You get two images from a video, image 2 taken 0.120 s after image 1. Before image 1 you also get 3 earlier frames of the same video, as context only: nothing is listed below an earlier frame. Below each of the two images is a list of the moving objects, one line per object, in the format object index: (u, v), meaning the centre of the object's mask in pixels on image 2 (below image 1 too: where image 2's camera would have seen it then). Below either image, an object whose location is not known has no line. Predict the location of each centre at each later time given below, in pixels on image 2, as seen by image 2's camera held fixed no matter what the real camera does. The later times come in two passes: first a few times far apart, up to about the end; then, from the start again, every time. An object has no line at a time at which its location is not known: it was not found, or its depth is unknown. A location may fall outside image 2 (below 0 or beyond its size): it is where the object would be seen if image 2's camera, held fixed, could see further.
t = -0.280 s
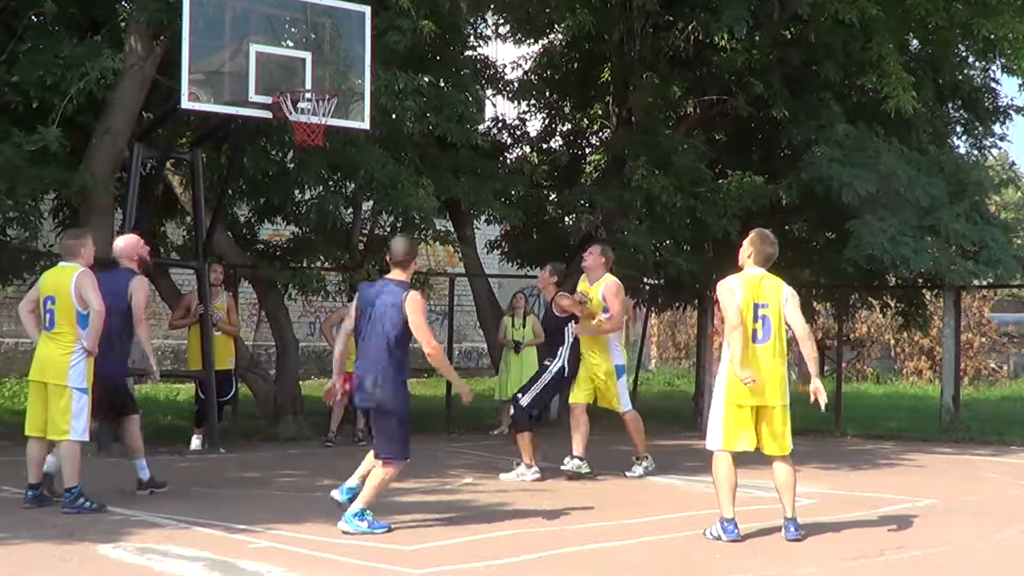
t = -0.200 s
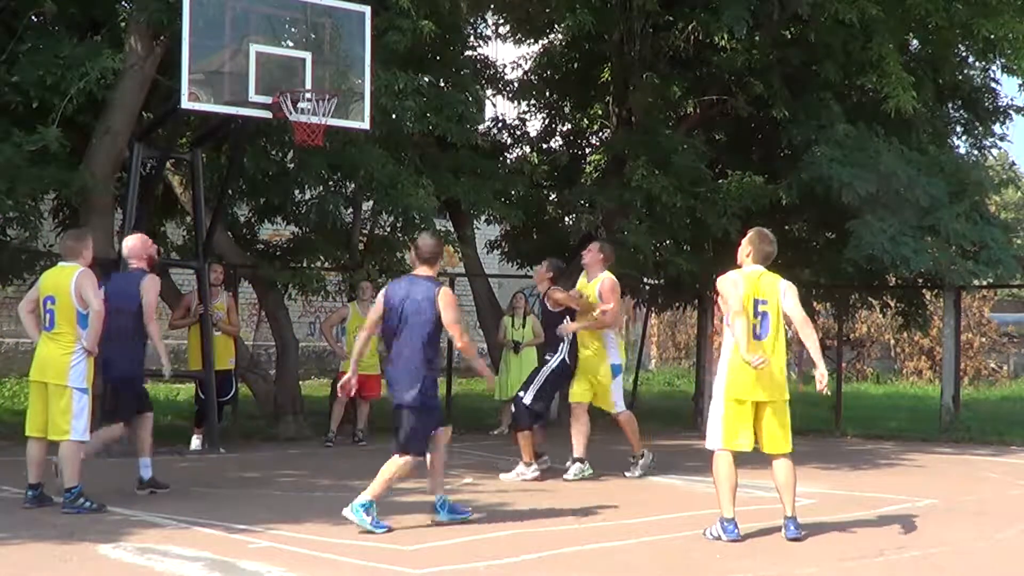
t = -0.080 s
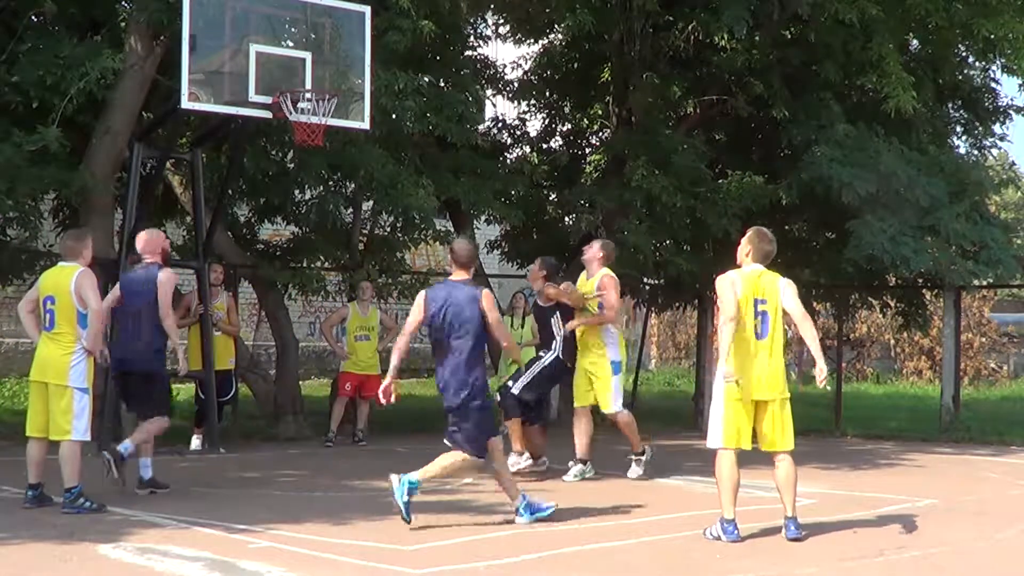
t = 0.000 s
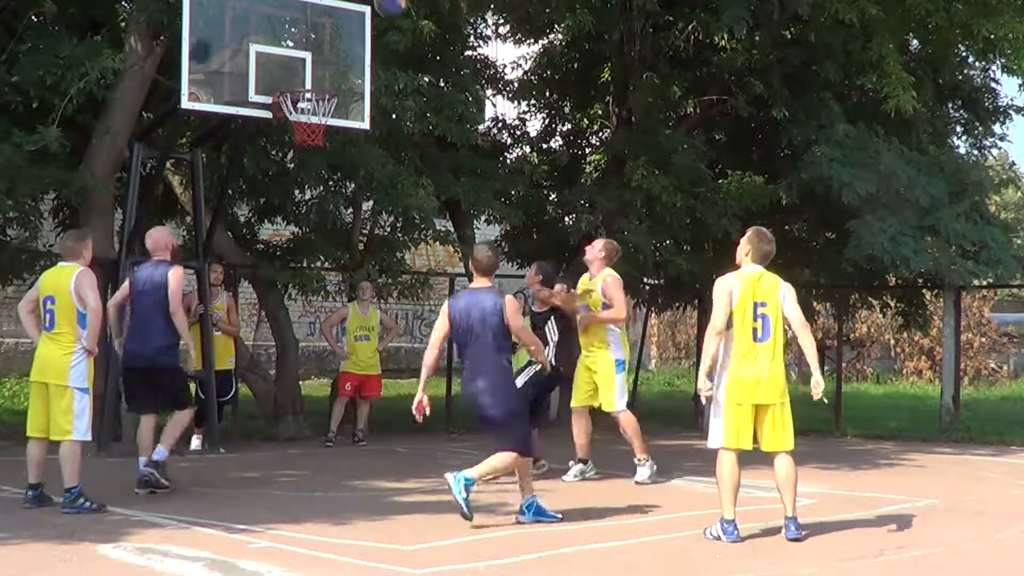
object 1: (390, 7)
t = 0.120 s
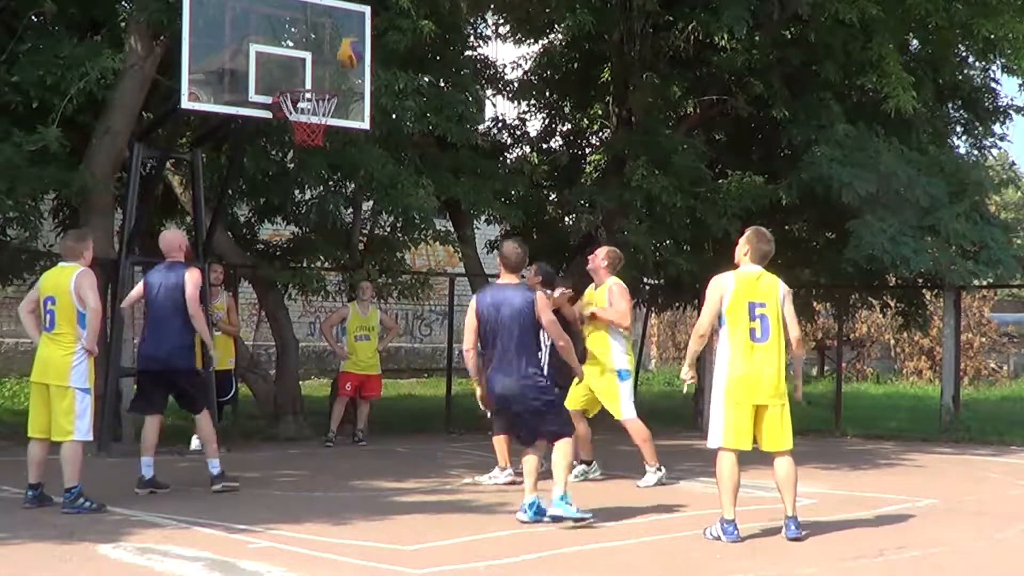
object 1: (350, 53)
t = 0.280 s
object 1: (344, 52)
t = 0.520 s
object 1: (371, 35)
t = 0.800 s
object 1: (403, 106)
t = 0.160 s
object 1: (337, 72)
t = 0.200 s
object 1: (335, 73)
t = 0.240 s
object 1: (340, 62)
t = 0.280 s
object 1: (344, 52)
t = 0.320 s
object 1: (347, 45)
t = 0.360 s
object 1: (353, 39)
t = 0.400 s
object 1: (358, 35)
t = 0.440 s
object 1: (362, 32)
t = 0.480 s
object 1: (367, 32)
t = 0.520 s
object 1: (371, 35)
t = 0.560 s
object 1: (376, 39)
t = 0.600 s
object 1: (380, 45)
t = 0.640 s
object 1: (385, 53)
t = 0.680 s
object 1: (389, 64)
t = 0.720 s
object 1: (394, 75)
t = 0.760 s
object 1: (398, 89)
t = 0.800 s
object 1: (403, 106)
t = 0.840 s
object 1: (407, 124)
